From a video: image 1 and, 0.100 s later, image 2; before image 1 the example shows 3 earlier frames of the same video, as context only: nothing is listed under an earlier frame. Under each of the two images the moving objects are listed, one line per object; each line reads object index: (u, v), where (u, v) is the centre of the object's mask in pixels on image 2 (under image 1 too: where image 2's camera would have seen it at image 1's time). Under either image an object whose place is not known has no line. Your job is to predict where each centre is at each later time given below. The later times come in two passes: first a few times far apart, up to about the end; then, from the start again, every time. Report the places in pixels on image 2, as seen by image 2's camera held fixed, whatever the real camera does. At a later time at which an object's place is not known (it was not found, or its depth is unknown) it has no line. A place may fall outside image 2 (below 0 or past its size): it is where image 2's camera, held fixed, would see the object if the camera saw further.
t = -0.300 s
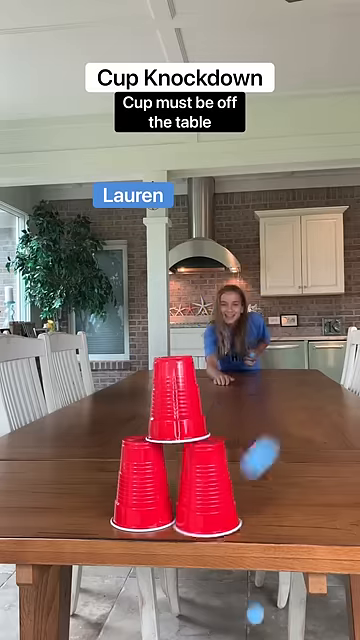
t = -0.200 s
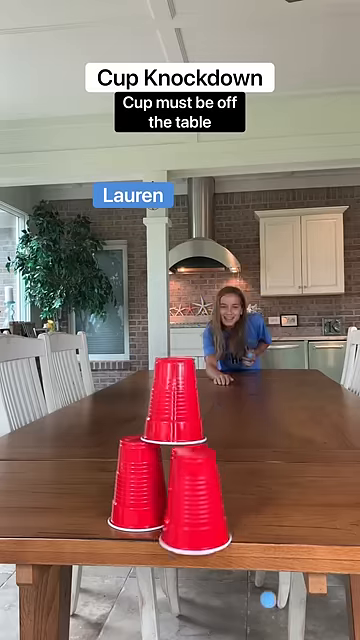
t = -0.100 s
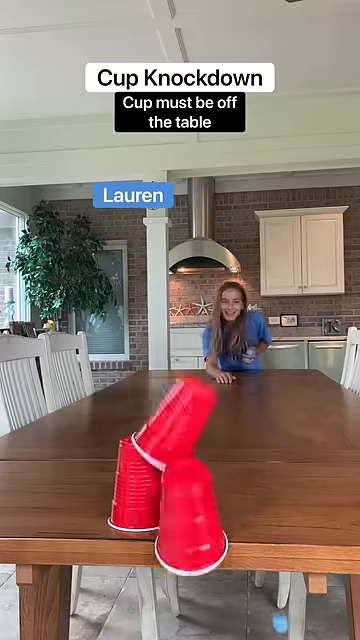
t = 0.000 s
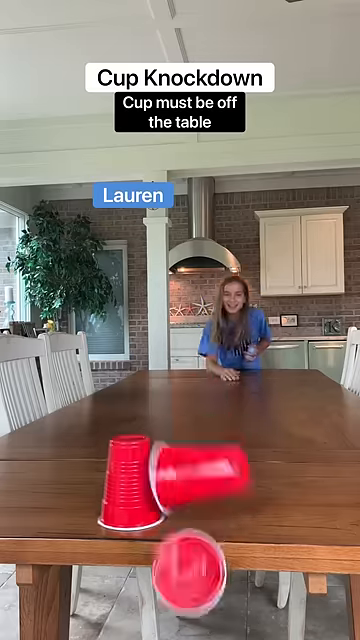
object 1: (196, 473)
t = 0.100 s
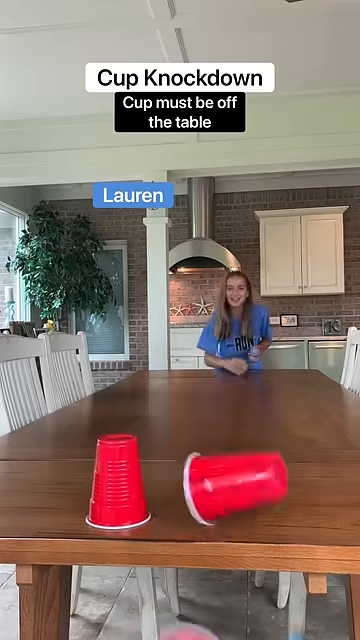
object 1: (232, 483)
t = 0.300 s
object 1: (286, 488)
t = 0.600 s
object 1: (329, 504)
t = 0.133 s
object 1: (243, 485)
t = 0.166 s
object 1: (254, 484)
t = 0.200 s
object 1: (264, 486)
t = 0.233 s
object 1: (273, 487)
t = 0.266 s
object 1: (280, 487)
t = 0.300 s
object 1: (286, 488)
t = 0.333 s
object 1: (292, 488)
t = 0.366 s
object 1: (297, 490)
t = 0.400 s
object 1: (304, 493)
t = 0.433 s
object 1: (309, 498)
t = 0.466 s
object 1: (314, 507)
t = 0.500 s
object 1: (320, 507)
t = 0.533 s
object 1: (323, 498)
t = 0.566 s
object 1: (326, 497)
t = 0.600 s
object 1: (329, 504)
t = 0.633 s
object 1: (332, 516)
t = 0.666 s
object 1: (335, 519)
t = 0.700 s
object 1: (338, 532)
